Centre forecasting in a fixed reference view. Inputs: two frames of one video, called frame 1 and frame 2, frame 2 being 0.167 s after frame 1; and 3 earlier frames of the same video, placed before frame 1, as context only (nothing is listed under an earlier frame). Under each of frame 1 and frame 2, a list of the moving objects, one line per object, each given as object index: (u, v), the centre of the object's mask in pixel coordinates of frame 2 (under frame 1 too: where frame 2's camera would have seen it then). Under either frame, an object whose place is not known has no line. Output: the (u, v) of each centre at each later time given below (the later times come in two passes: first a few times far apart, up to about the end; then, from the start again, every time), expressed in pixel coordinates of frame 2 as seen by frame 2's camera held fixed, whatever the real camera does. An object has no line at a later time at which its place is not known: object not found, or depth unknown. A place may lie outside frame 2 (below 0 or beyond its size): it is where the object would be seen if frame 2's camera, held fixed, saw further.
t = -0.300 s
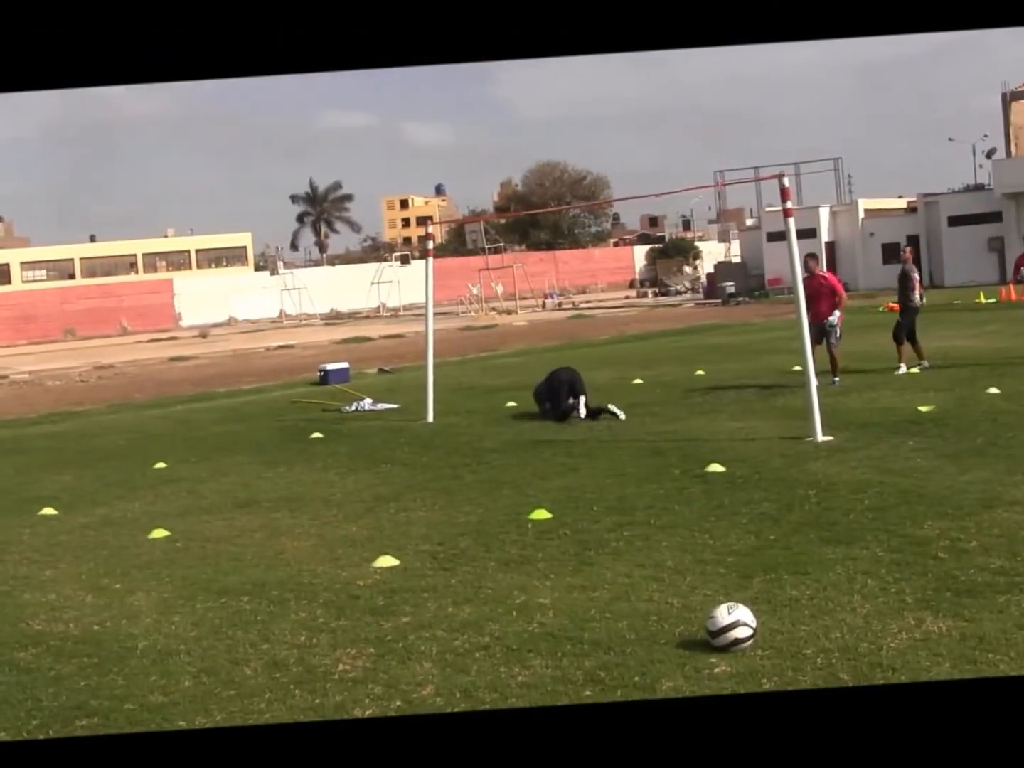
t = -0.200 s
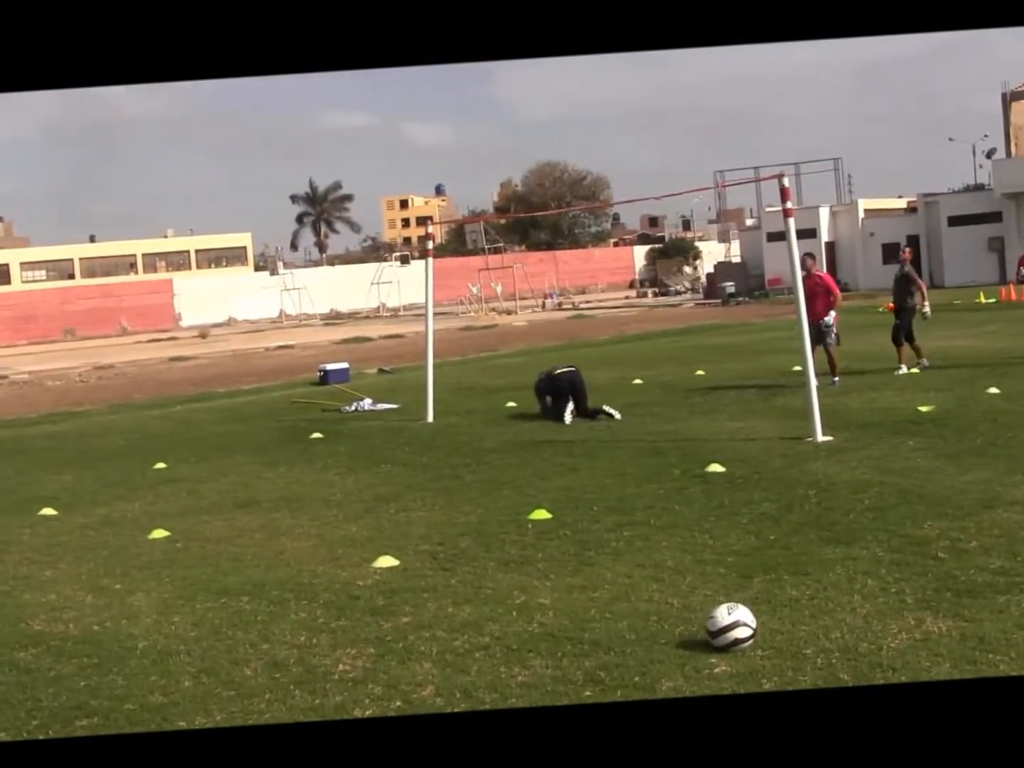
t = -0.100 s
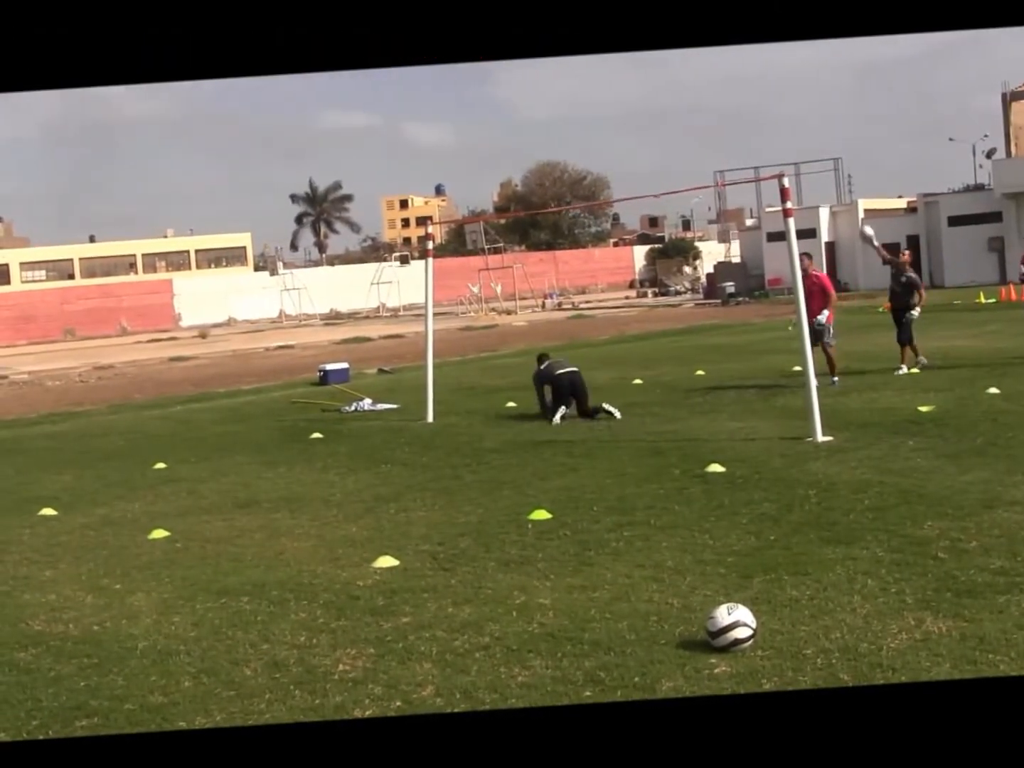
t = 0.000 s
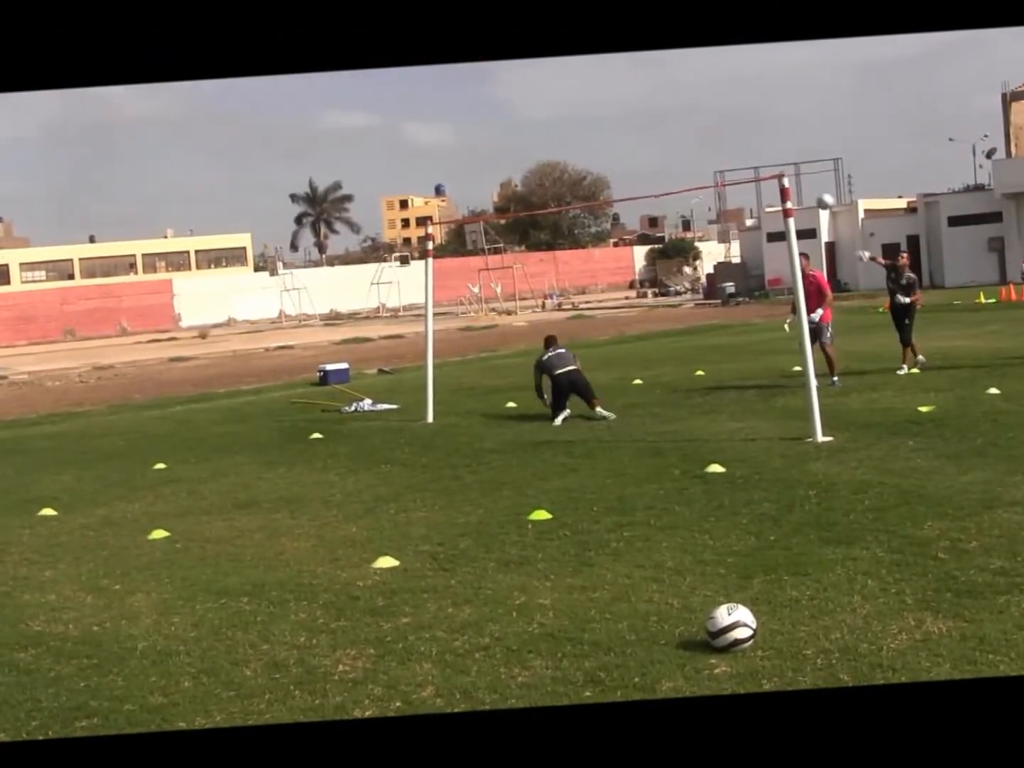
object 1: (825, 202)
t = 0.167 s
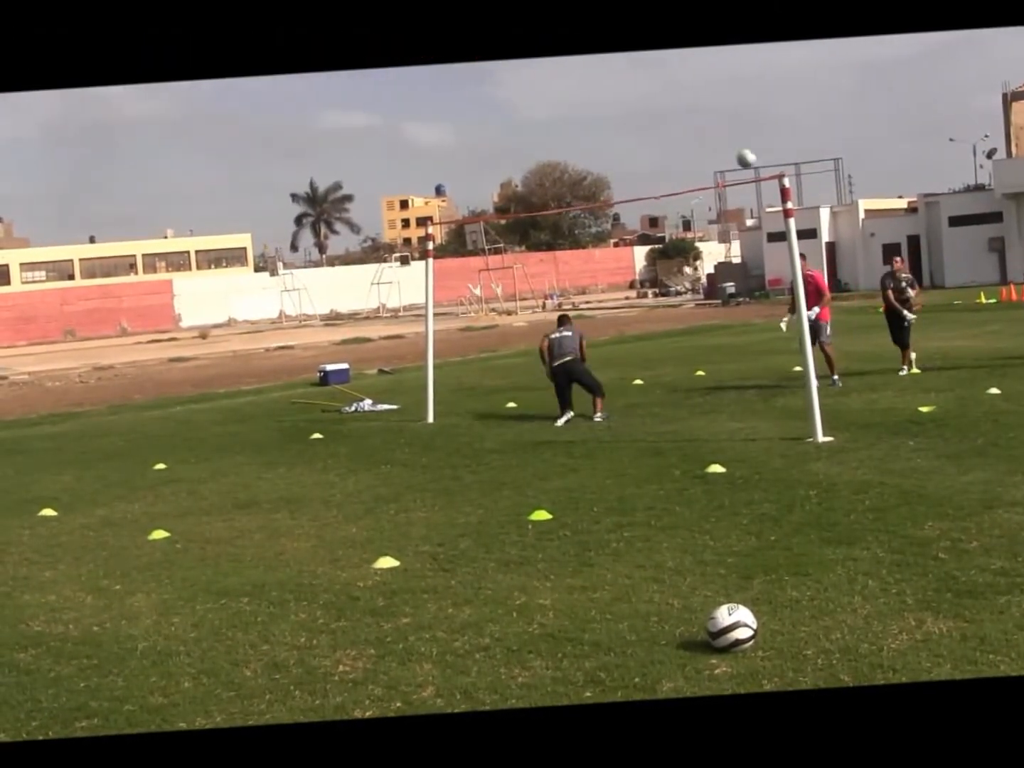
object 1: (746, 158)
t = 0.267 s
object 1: (691, 137)
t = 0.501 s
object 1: (543, 111)
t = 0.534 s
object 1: (519, 110)
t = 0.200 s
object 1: (728, 150)
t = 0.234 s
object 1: (710, 144)
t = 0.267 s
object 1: (691, 137)
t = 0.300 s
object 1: (672, 132)
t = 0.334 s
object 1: (651, 126)
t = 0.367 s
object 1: (632, 122)
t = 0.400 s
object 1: (610, 118)
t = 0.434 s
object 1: (589, 115)
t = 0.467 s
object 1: (566, 113)
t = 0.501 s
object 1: (543, 111)
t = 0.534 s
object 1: (519, 110)
